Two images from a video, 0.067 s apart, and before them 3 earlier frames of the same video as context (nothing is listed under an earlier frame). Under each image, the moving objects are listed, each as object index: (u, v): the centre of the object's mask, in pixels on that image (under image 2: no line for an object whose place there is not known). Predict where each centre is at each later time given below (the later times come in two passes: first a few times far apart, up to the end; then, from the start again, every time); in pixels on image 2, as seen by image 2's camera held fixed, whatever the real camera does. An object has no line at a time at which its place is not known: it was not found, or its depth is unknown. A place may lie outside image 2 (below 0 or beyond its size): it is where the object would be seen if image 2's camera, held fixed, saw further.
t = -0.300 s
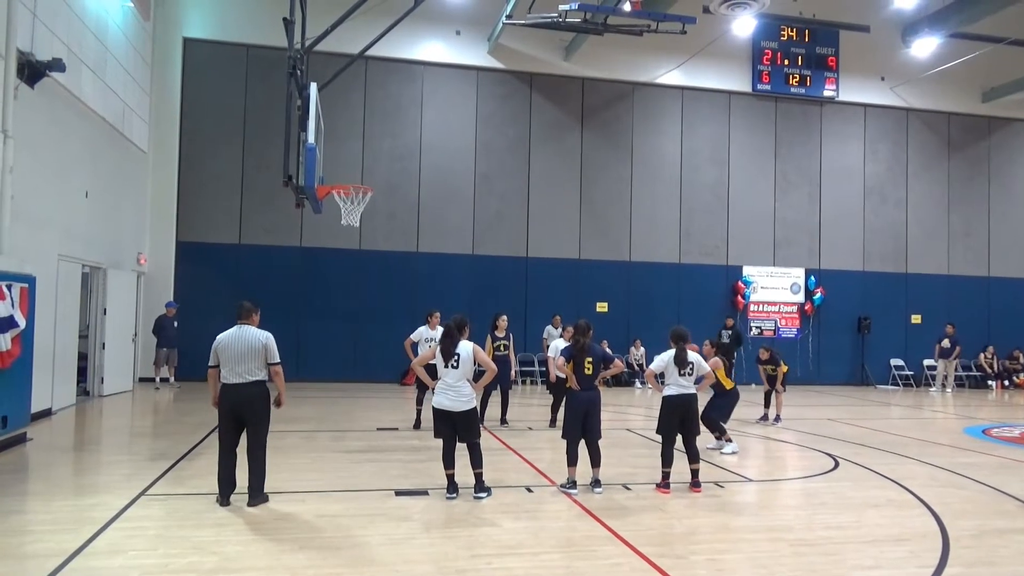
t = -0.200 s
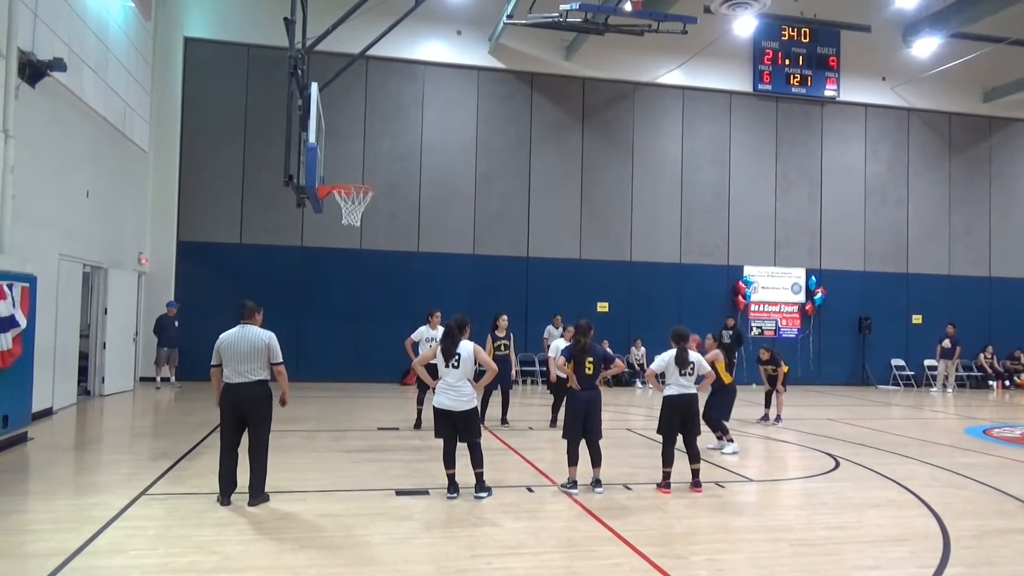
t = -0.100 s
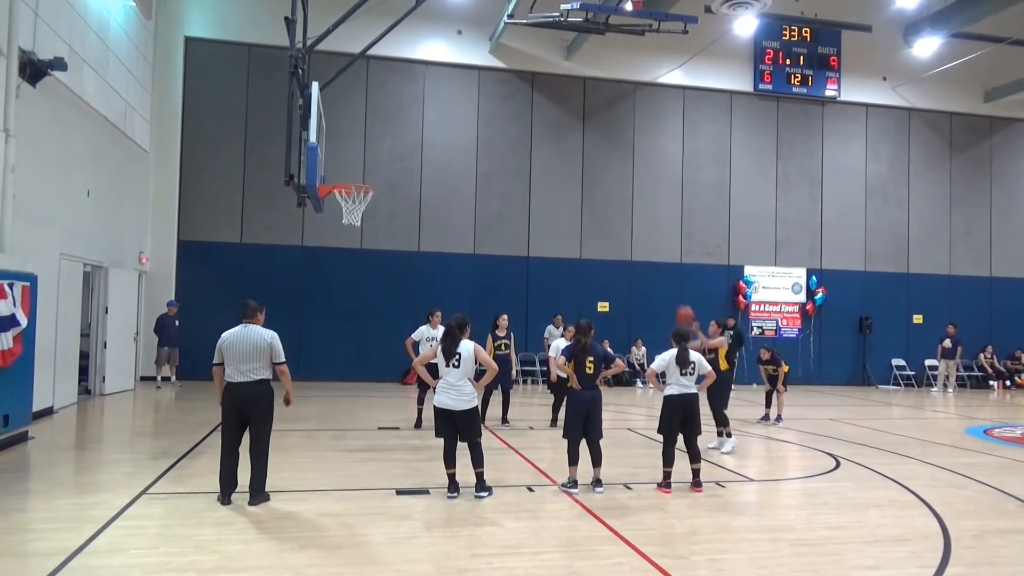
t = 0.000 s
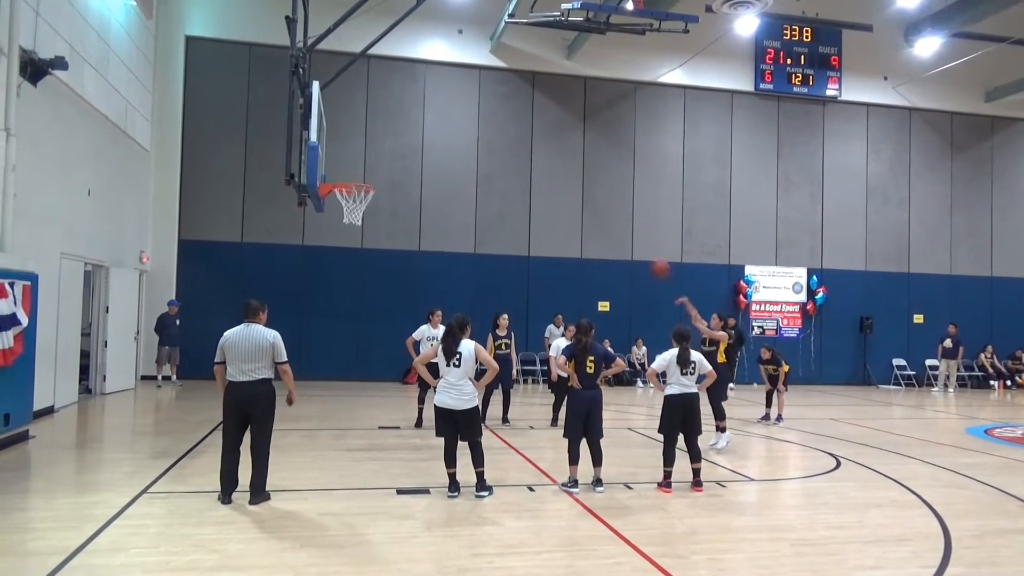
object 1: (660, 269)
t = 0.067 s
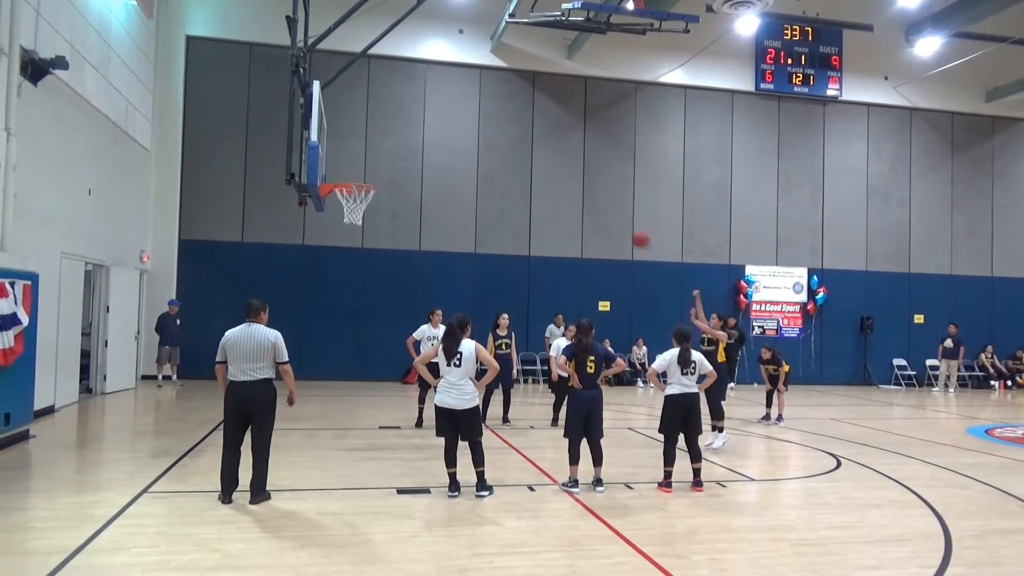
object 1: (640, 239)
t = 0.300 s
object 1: (572, 163)
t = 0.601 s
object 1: (480, 124)
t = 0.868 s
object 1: (394, 151)
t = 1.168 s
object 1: (363, 196)
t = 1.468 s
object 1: (352, 228)
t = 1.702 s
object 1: (331, 288)
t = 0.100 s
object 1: (631, 226)
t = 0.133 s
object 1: (621, 213)
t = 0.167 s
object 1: (611, 201)
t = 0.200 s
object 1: (602, 190)
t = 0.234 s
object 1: (592, 180)
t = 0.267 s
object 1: (582, 171)
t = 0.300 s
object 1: (572, 163)
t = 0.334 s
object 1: (561, 155)
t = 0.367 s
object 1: (552, 148)
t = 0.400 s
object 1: (542, 142)
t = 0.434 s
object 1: (532, 137)
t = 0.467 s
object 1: (522, 133)
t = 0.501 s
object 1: (511, 129)
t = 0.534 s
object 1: (500, 127)
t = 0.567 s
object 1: (490, 125)
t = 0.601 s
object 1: (480, 124)
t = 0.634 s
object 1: (469, 125)
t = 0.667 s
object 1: (459, 126)
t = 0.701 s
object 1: (448, 128)
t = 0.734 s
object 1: (437, 131)
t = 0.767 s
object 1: (427, 134)
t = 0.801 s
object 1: (415, 139)
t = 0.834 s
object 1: (405, 145)
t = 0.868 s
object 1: (394, 151)
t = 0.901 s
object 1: (384, 159)
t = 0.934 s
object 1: (373, 167)
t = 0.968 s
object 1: (360, 175)
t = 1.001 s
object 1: (352, 180)
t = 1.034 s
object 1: (349, 179)
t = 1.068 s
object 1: (348, 180)
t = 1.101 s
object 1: (357, 181)
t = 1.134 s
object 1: (361, 193)
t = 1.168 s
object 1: (363, 196)
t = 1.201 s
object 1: (363, 197)
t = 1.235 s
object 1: (367, 201)
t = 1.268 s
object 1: (368, 206)
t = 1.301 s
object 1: (367, 211)
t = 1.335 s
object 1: (364, 213)
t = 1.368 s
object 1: (360, 218)
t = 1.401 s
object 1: (357, 220)
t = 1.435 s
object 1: (355, 223)
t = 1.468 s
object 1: (352, 228)
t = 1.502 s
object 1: (350, 233)
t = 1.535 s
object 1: (347, 240)
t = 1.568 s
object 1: (343, 248)
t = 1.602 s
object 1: (340, 257)
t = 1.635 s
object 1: (338, 266)
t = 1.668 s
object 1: (334, 276)
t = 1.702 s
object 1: (331, 288)
